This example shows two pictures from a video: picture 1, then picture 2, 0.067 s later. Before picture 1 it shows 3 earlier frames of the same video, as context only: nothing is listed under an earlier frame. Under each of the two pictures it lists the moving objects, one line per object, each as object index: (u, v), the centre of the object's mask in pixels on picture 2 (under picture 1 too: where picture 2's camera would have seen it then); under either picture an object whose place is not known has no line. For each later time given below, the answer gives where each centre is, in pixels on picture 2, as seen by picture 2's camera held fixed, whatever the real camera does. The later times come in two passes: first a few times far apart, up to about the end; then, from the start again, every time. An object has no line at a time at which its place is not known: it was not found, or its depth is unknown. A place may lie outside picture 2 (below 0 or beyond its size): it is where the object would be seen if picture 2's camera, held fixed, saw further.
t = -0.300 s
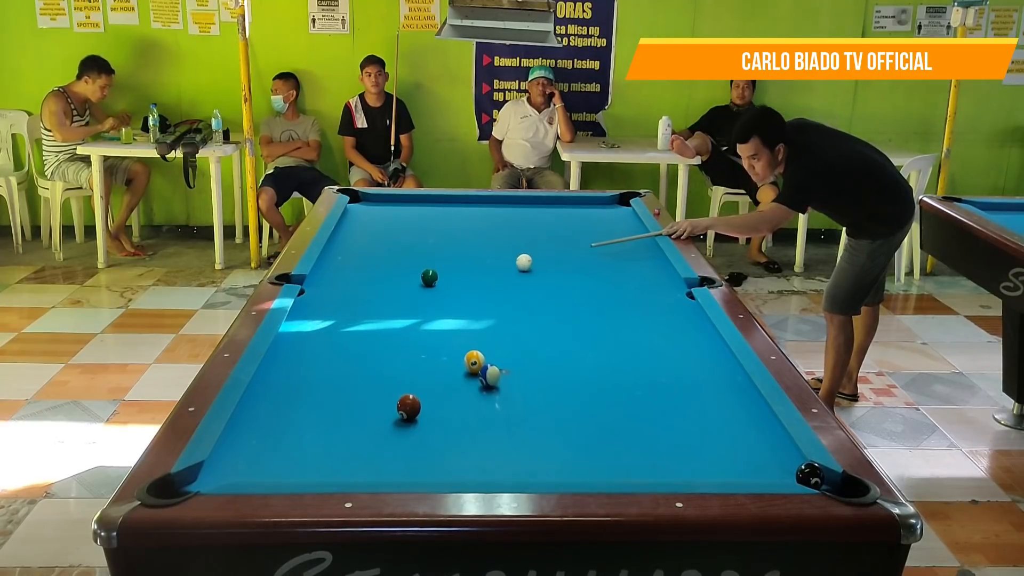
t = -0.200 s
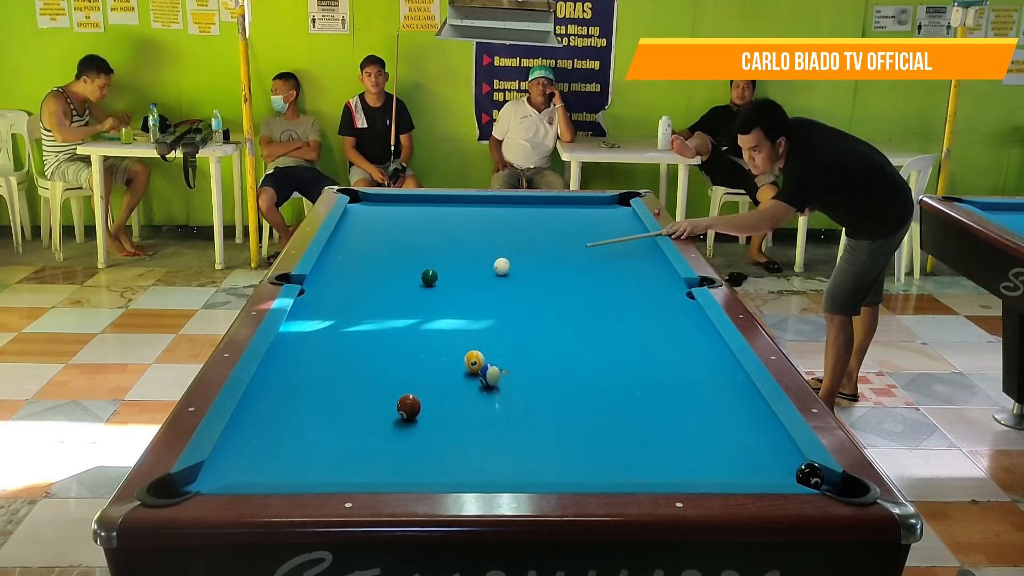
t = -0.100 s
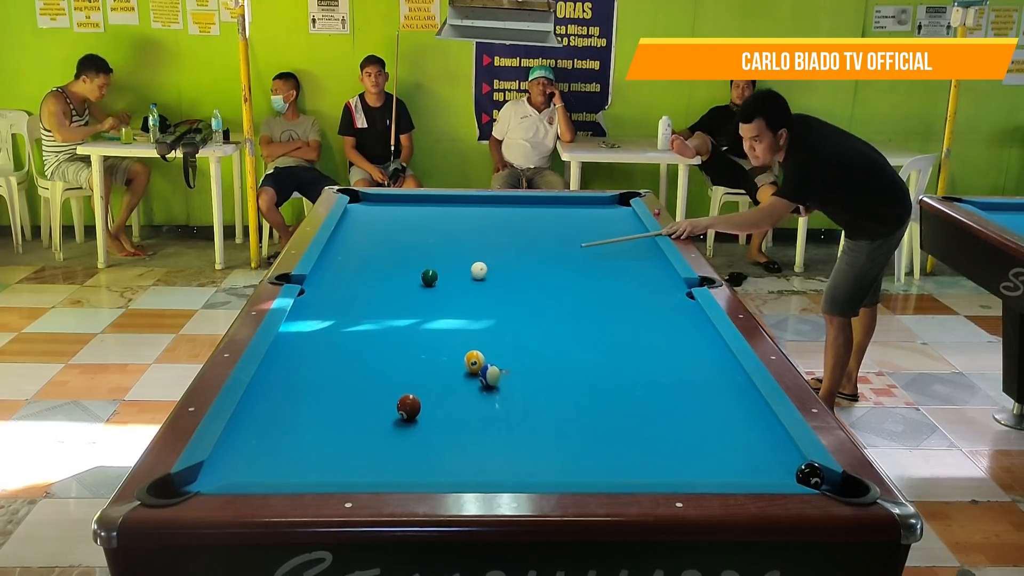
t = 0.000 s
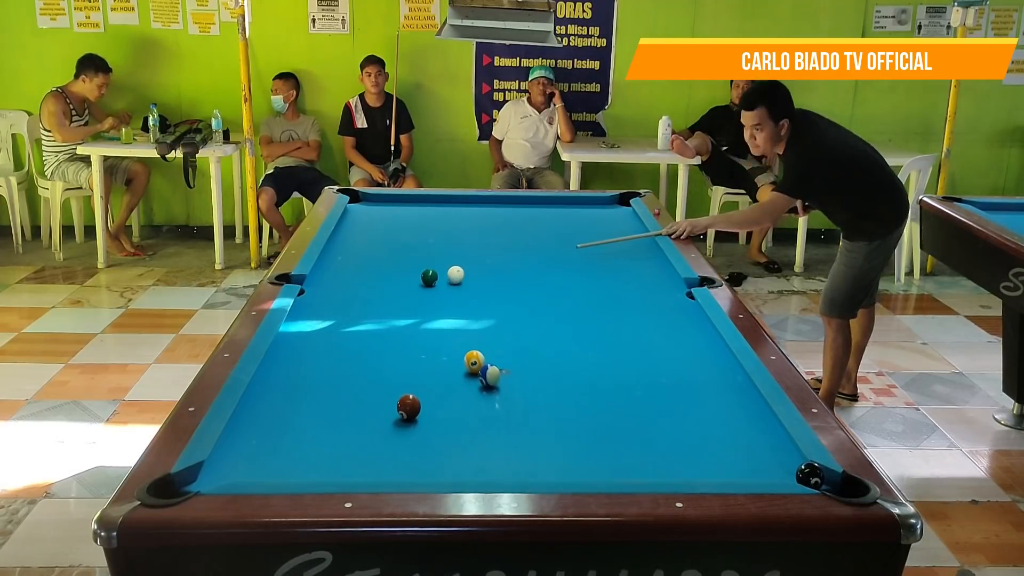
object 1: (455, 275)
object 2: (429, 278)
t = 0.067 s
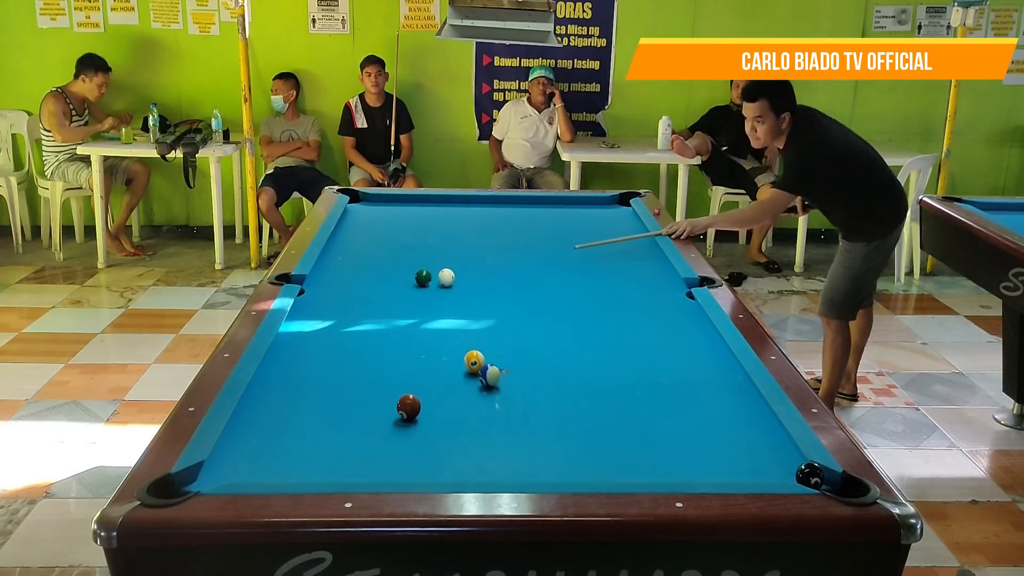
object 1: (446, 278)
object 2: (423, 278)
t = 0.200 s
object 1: (441, 283)
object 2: (400, 279)
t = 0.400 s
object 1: (432, 291)
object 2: (370, 279)
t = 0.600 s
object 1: (423, 298)
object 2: (341, 280)
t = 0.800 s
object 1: (414, 306)
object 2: (313, 281)
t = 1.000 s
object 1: (404, 314)
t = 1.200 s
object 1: (395, 321)
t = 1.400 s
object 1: (387, 329)
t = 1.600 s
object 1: (378, 336)
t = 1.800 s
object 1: (370, 344)
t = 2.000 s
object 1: (362, 351)
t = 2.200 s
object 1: (354, 358)
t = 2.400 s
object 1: (347, 365)
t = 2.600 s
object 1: (340, 371)
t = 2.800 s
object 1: (333, 377)
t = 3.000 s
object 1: (327, 383)
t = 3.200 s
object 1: (322, 388)
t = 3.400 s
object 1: (317, 392)
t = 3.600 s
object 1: (313, 396)
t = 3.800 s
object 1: (310, 400)
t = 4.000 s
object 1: (307, 403)
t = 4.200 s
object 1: (305, 406)
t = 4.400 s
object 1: (303, 407)
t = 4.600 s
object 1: (303, 408)
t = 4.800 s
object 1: (302, 409)
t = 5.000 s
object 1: (302, 409)
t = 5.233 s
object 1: (302, 409)
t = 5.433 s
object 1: (302, 409)
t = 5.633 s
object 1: (302, 409)
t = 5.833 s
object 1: (302, 409)
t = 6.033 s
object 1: (302, 409)
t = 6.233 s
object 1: (302, 409)
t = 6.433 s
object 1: (302, 409)
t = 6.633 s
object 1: (302, 409)
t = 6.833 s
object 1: (302, 409)
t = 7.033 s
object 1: (302, 409)
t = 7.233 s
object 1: (302, 409)
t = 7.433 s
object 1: (302, 409)
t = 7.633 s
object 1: (302, 409)
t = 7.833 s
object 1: (302, 409)
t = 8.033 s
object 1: (302, 409)
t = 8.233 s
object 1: (302, 409)
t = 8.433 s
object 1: (302, 409)
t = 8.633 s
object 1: (302, 409)
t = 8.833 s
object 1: (302, 409)
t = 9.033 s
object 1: (302, 409)
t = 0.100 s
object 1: (445, 279)
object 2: (416, 278)
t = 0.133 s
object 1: (444, 280)
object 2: (410, 278)
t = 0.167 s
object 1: (442, 282)
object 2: (405, 278)
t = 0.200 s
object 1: (441, 283)
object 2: (400, 279)
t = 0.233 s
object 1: (439, 284)
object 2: (395, 279)
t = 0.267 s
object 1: (438, 286)
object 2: (390, 279)
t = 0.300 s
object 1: (436, 287)
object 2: (385, 279)
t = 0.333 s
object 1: (435, 288)
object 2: (380, 279)
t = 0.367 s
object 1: (433, 289)
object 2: (375, 279)
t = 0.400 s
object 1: (432, 291)
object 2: (370, 279)
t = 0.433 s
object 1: (430, 292)
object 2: (365, 280)
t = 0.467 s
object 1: (429, 293)
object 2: (360, 280)
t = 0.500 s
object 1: (427, 295)
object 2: (356, 280)
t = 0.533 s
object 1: (425, 296)
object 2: (351, 280)
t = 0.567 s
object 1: (424, 297)
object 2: (346, 280)
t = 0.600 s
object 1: (423, 298)
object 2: (341, 280)
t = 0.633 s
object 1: (421, 300)
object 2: (336, 280)
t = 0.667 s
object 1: (419, 301)
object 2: (332, 280)
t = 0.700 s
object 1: (418, 302)
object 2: (327, 281)
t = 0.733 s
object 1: (416, 303)
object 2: (322, 281)
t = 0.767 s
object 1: (415, 304)
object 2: (318, 281)
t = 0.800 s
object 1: (414, 306)
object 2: (313, 281)
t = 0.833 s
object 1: (412, 307)
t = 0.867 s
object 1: (410, 308)
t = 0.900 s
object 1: (409, 310)
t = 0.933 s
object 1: (407, 311)
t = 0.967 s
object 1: (406, 312)
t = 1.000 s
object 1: (404, 314)
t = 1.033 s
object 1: (403, 315)
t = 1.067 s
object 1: (401, 316)
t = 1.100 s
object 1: (400, 317)
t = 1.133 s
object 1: (399, 319)
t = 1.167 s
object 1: (397, 320)
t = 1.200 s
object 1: (395, 321)
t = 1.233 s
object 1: (394, 323)
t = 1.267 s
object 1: (392, 324)
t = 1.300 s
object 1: (391, 325)
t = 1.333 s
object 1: (390, 327)
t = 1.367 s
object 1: (388, 328)
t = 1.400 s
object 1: (387, 329)
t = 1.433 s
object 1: (385, 330)
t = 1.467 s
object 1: (384, 332)
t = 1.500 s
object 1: (383, 333)
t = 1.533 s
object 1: (381, 334)
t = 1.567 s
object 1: (380, 335)
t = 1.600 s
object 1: (378, 336)
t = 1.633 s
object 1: (377, 338)
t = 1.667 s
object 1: (375, 339)
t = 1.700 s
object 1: (374, 340)
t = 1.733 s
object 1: (373, 341)
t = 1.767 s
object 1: (371, 343)
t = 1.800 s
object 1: (370, 344)
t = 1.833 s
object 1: (369, 345)
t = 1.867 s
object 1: (367, 347)
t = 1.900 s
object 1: (366, 348)
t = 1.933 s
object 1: (365, 349)
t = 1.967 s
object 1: (363, 350)
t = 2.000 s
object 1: (362, 351)
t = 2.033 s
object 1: (361, 352)
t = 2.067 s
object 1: (359, 354)
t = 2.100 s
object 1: (358, 355)
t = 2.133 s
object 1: (357, 356)
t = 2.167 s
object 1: (355, 357)
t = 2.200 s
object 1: (354, 358)
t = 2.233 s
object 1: (353, 359)
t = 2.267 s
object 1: (352, 361)
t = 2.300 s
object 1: (350, 361)
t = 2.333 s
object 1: (349, 362)
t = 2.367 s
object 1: (348, 364)
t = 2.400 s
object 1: (347, 365)
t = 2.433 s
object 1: (346, 366)
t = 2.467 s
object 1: (345, 367)
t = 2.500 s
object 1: (343, 368)
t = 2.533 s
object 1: (342, 369)
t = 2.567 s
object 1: (341, 370)
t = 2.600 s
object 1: (340, 371)
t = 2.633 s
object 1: (339, 372)
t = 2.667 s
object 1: (338, 373)
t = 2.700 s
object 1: (337, 374)
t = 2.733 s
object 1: (336, 375)
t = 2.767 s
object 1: (334, 376)
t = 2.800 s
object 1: (333, 377)
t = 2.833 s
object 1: (332, 378)
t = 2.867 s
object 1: (331, 379)
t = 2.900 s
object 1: (330, 380)
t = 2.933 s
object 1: (329, 381)
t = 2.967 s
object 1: (328, 382)
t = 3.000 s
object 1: (327, 383)
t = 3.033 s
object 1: (326, 384)
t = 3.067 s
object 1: (325, 384)
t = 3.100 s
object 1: (324, 385)
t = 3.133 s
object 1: (324, 386)
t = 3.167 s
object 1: (323, 387)
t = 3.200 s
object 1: (322, 388)
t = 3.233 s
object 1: (321, 388)
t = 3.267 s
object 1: (320, 389)
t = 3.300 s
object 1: (320, 390)
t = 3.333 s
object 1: (319, 391)
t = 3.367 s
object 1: (318, 392)
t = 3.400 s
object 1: (317, 392)
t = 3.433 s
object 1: (317, 393)
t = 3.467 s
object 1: (316, 394)
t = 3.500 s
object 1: (315, 395)
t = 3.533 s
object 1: (314, 395)
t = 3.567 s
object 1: (314, 396)
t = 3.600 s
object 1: (313, 396)
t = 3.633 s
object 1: (312, 397)
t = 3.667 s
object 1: (312, 398)
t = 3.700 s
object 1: (311, 398)
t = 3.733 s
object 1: (311, 399)
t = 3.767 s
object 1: (310, 400)
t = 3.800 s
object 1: (310, 400)
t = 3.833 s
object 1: (309, 400)
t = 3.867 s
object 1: (309, 401)
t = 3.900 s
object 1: (308, 402)
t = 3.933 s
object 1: (308, 402)
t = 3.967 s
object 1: (307, 403)
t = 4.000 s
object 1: (307, 403)
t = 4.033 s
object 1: (307, 403)
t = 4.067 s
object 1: (306, 404)
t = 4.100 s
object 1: (306, 405)
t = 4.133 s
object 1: (306, 405)
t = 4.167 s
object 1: (305, 405)
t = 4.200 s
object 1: (305, 406)
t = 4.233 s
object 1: (305, 406)
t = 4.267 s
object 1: (304, 406)
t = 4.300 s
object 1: (304, 406)
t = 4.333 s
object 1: (304, 407)
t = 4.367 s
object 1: (304, 407)
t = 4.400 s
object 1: (303, 407)
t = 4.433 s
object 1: (303, 407)
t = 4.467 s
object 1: (303, 408)
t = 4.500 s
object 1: (303, 408)
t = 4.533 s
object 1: (303, 408)
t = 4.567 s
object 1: (303, 408)
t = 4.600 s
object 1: (303, 408)
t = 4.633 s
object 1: (303, 408)
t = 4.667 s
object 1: (302, 408)
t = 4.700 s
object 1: (302, 409)
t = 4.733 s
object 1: (302, 409)
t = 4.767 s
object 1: (302, 409)
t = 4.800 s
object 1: (302, 409)
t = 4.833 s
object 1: (302, 409)
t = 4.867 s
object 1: (302, 409)
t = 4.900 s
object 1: (302, 409)
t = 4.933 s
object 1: (302, 409)
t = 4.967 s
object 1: (302, 409)
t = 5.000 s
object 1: (302, 409)
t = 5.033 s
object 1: (302, 409)
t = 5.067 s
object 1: (302, 409)
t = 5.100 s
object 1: (302, 409)
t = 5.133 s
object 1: (302, 409)
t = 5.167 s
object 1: (302, 409)
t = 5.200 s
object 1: (302, 409)
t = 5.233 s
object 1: (302, 409)
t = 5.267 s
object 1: (302, 409)
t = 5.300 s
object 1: (302, 409)
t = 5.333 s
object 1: (302, 409)
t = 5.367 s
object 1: (302, 409)
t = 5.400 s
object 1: (302, 409)
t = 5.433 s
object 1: (302, 409)
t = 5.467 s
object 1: (302, 409)
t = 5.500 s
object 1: (302, 409)
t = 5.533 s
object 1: (302, 409)
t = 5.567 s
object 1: (302, 409)
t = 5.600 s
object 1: (302, 409)
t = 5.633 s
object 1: (302, 409)
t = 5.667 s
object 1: (302, 409)
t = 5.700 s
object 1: (302, 409)
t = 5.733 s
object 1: (302, 409)
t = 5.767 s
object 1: (302, 409)
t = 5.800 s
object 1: (302, 409)
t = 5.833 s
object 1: (302, 409)
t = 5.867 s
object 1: (302, 409)
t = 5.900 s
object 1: (302, 409)
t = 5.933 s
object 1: (302, 409)
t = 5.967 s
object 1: (302, 409)
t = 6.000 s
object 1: (302, 409)
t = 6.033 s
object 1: (302, 409)
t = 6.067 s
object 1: (302, 409)
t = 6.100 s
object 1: (302, 409)
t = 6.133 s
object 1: (302, 409)
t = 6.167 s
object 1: (302, 409)
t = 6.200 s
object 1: (302, 409)
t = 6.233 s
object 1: (302, 409)
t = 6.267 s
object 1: (302, 409)
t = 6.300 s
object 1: (302, 409)
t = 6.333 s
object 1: (302, 409)
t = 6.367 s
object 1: (302, 409)
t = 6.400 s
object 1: (302, 409)
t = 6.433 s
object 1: (302, 409)
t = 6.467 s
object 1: (302, 409)
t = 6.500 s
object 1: (302, 409)
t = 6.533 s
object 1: (302, 409)
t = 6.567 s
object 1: (302, 409)
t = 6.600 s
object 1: (302, 409)
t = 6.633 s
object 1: (302, 409)
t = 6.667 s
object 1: (302, 409)
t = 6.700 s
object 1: (302, 409)
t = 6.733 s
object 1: (302, 409)
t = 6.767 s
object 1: (302, 409)
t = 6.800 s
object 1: (302, 409)
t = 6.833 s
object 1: (302, 409)
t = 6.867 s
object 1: (302, 409)
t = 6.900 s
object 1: (302, 409)
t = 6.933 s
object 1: (302, 409)
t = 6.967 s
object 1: (302, 409)
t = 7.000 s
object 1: (302, 409)
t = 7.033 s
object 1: (302, 409)
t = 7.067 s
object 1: (302, 409)
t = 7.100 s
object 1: (302, 409)
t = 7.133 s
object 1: (302, 409)
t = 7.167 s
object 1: (302, 409)
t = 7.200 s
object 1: (302, 409)
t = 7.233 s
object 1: (302, 409)
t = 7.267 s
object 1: (302, 409)
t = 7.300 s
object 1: (302, 409)
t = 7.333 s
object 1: (302, 409)
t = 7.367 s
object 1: (302, 409)
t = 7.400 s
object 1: (302, 409)
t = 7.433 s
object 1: (302, 409)
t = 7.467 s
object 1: (302, 409)
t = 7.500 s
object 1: (302, 409)
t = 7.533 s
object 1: (302, 409)
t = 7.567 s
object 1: (302, 409)
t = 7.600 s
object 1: (302, 409)
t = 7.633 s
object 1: (302, 409)
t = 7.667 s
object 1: (302, 409)
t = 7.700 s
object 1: (302, 409)
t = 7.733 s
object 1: (302, 409)
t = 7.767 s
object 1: (302, 409)
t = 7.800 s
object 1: (302, 409)
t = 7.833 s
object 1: (302, 409)
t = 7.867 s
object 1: (302, 409)
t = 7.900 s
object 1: (302, 409)
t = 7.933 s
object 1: (302, 409)
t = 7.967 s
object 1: (302, 409)
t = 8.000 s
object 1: (302, 409)
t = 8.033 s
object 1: (302, 409)
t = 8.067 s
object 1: (302, 409)
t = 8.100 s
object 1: (302, 409)
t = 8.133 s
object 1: (302, 409)
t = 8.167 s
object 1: (302, 409)
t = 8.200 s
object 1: (302, 409)
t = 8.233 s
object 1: (302, 409)
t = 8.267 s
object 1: (302, 409)
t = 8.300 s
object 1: (302, 409)
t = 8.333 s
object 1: (302, 409)
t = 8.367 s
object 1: (302, 409)
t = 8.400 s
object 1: (302, 409)
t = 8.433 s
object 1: (302, 409)
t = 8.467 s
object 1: (302, 409)
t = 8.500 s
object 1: (302, 409)
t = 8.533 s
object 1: (302, 409)
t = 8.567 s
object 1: (302, 409)
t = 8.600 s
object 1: (302, 409)
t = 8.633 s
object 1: (302, 409)
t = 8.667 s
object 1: (302, 409)
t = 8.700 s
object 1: (302, 409)
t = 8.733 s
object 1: (302, 409)
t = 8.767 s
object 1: (302, 409)
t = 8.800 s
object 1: (302, 409)
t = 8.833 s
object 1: (302, 409)
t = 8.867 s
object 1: (302, 409)
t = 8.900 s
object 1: (302, 409)
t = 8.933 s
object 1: (302, 409)
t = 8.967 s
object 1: (302, 409)
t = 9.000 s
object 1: (302, 409)
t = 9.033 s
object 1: (302, 409)
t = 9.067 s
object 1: (302, 409)
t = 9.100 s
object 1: (302, 409)
